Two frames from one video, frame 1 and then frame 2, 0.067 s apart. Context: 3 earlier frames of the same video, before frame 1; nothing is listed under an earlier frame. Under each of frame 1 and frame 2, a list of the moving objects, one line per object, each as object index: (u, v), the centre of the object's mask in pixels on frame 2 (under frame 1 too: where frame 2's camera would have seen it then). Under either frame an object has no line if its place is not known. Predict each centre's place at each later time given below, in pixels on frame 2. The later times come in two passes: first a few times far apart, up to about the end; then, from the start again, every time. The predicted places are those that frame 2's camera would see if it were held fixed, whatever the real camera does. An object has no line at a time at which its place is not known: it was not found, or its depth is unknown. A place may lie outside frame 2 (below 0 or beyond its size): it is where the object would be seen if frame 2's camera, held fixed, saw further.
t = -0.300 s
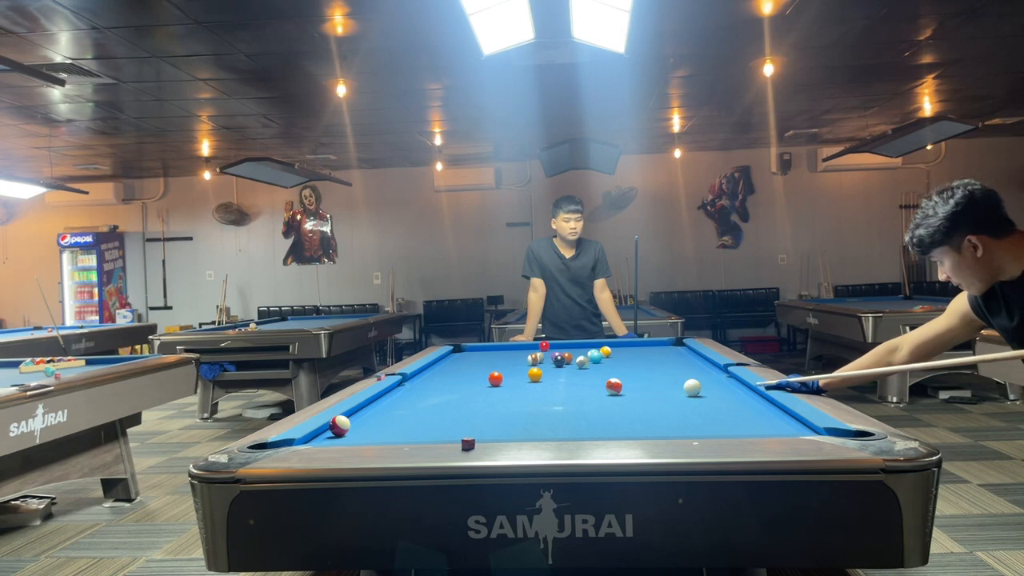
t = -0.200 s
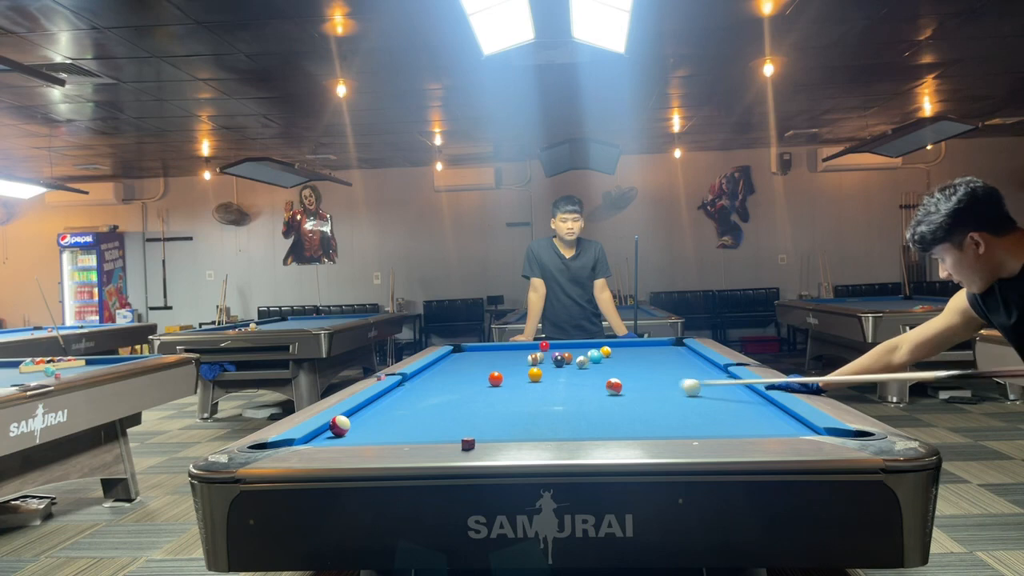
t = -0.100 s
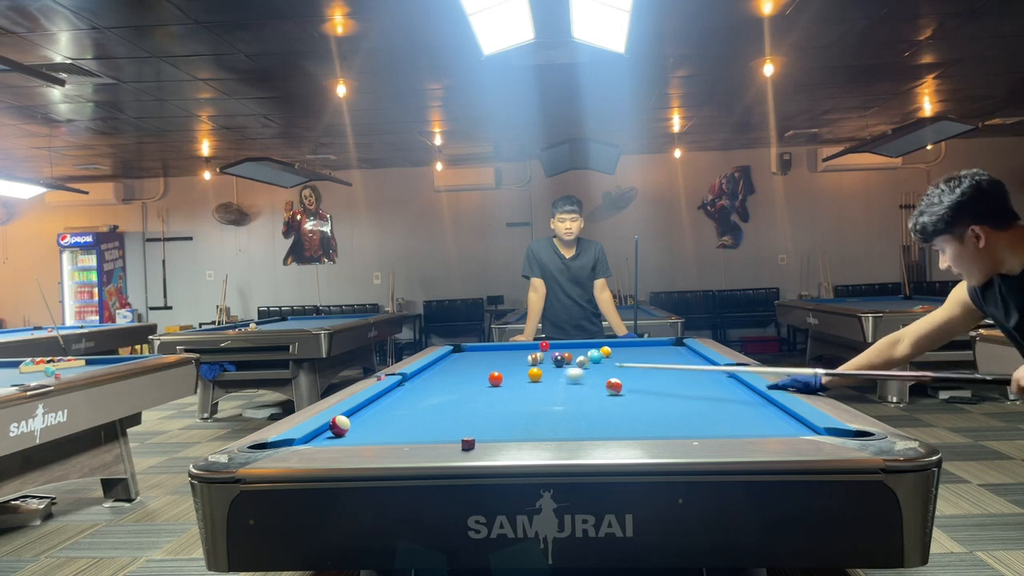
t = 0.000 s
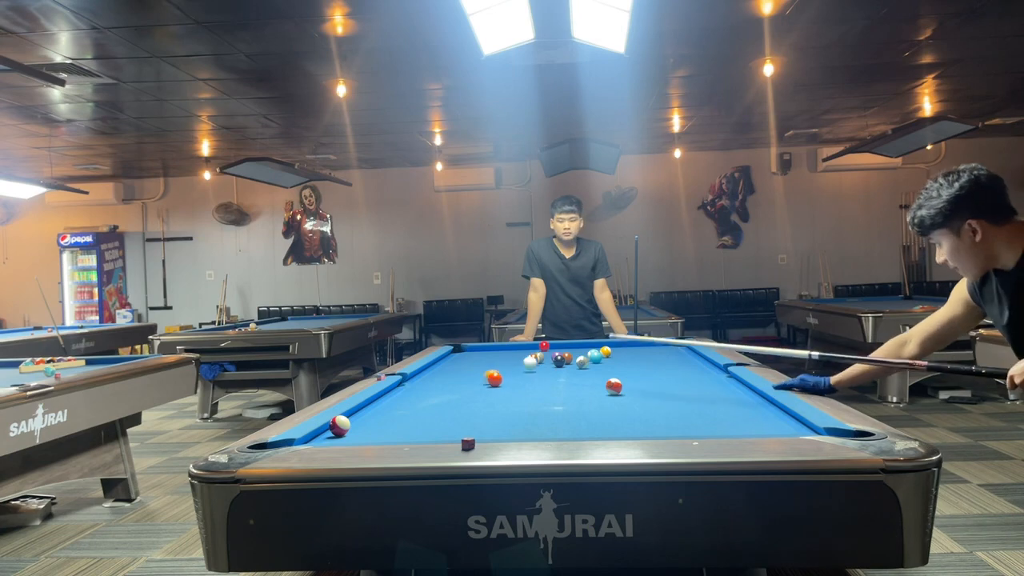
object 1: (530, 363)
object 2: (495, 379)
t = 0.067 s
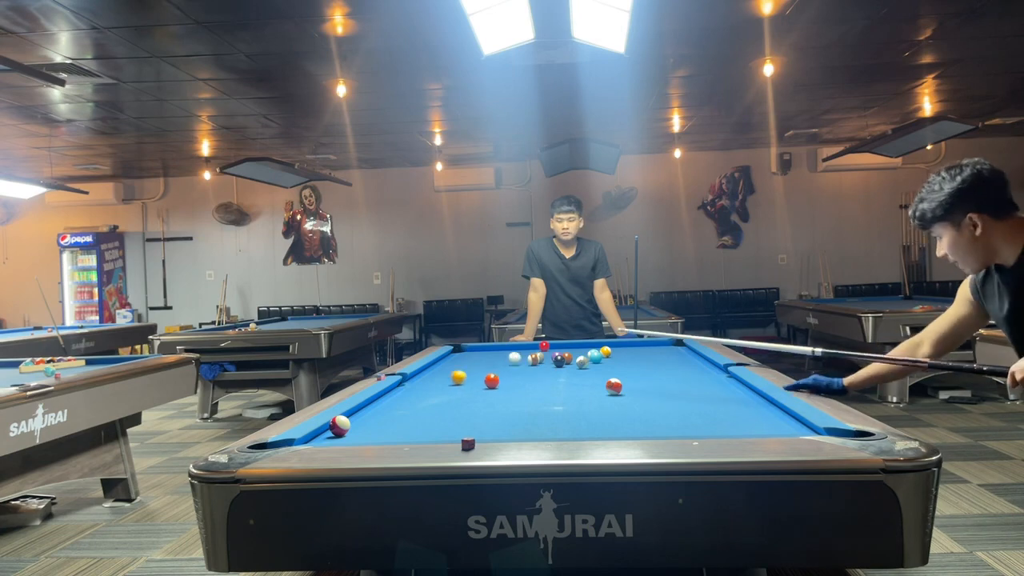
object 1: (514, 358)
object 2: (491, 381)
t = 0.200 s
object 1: (485, 349)
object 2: (486, 383)
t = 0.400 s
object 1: (459, 353)
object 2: (477, 388)
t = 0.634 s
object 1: (474, 360)
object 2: (467, 393)
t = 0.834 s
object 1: (489, 368)
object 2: (457, 398)
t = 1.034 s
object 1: (506, 377)
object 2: (447, 404)
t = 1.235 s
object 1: (527, 388)
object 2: (437, 409)
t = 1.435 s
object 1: (554, 403)
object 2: (426, 414)
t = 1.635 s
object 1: (588, 422)
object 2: (415, 420)
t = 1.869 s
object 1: (649, 429)
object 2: (401, 427)
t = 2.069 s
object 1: (708, 420)
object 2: (388, 432)
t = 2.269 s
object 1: (759, 409)
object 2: (375, 436)
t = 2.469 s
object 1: (740, 400)
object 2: (364, 438)
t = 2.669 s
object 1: (702, 394)
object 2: (365, 436)
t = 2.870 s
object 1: (669, 389)
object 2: (366, 435)
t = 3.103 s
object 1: (635, 383)
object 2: (367, 434)
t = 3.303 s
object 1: (610, 376)
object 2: (368, 432)
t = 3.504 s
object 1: (589, 375)
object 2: (369, 431)
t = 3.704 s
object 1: (569, 371)
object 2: (370, 430)
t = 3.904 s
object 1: (551, 369)
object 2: (371, 429)
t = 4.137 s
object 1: (532, 365)
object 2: (372, 428)
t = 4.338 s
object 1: (518, 363)
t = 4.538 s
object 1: (505, 361)
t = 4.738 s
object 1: (492, 359)
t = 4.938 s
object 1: (481, 357)
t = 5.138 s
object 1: (471, 355)
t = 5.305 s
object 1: (462, 354)
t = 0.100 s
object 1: (507, 356)
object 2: (490, 381)
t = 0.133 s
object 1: (499, 353)
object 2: (489, 382)
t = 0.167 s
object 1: (492, 352)
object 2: (487, 383)
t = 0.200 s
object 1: (485, 349)
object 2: (486, 383)
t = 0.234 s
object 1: (477, 347)
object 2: (484, 384)
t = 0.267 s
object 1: (469, 347)
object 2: (483, 385)
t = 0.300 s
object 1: (461, 349)
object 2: (482, 386)
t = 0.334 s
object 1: (454, 351)
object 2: (480, 386)
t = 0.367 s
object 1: (457, 352)
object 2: (479, 387)
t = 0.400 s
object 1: (459, 353)
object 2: (477, 388)
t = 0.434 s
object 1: (462, 354)
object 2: (476, 389)
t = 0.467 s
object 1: (464, 355)
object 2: (474, 389)
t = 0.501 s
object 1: (466, 356)
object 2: (473, 390)
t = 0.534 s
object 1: (468, 358)
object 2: (471, 391)
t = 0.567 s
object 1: (470, 358)
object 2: (470, 392)
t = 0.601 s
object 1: (472, 359)
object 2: (468, 393)
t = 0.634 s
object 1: (474, 360)
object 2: (467, 393)
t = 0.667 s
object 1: (476, 362)
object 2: (465, 394)
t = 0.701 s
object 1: (479, 363)
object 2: (464, 395)
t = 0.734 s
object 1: (481, 364)
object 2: (462, 396)
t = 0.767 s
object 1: (484, 366)
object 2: (460, 397)
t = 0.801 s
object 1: (486, 367)
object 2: (459, 398)
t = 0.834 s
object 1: (489, 368)
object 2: (457, 398)
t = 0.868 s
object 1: (491, 370)
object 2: (456, 399)
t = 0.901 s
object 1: (494, 371)
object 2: (454, 400)
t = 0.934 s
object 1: (497, 372)
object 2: (452, 401)
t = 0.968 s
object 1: (500, 374)
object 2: (451, 402)
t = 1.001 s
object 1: (503, 376)
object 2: (449, 403)
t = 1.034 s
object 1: (506, 377)
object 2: (447, 404)
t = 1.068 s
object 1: (509, 379)
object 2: (446, 404)
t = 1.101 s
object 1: (513, 381)
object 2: (444, 405)
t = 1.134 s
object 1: (516, 382)
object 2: (442, 406)
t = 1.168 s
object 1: (520, 385)
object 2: (440, 407)
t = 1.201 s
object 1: (523, 387)
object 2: (439, 408)
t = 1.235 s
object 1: (527, 388)
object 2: (437, 409)
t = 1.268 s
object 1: (531, 391)
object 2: (435, 410)
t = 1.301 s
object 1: (535, 393)
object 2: (433, 411)
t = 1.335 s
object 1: (539, 395)
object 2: (432, 412)
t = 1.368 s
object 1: (544, 398)
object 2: (430, 413)
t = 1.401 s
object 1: (549, 400)
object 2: (428, 413)
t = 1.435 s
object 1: (554, 403)
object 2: (426, 414)
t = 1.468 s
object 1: (559, 406)
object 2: (424, 415)
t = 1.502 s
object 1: (564, 409)
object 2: (422, 416)
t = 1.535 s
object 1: (570, 412)
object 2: (421, 417)
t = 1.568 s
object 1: (576, 415)
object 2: (419, 418)
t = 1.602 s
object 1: (582, 419)
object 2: (417, 419)
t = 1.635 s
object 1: (588, 422)
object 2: (415, 420)
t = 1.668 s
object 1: (595, 425)
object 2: (413, 421)
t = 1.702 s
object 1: (602, 427)
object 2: (411, 422)
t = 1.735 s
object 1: (609, 429)
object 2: (409, 423)
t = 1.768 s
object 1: (617, 431)
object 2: (407, 424)
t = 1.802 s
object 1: (626, 432)
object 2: (405, 425)
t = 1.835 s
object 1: (638, 430)
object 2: (402, 426)
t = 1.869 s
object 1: (649, 429)
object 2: (401, 427)
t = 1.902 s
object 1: (659, 428)
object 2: (399, 428)
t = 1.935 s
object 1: (669, 426)
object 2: (396, 429)
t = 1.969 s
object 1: (679, 425)
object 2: (394, 430)
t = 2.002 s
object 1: (689, 424)
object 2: (392, 431)
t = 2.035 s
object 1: (699, 422)
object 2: (390, 431)
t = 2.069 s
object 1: (708, 420)
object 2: (388, 432)
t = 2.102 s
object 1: (717, 418)
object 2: (386, 433)
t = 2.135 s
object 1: (726, 416)
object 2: (384, 433)
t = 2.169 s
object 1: (734, 414)
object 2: (382, 434)
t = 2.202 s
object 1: (743, 412)
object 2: (379, 434)
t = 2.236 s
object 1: (751, 410)
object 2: (377, 435)
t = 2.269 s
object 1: (759, 409)
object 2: (375, 436)
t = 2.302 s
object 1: (767, 407)
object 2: (372, 436)
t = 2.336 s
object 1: (769, 405)
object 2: (370, 437)
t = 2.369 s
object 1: (761, 404)
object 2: (368, 437)
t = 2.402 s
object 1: (754, 403)
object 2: (366, 438)
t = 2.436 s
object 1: (746, 402)
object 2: (364, 438)
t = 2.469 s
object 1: (740, 400)
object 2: (364, 438)
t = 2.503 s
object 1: (733, 399)
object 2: (364, 438)
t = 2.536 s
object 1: (726, 398)
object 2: (364, 437)
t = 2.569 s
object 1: (720, 397)
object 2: (365, 437)
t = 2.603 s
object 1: (714, 396)
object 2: (365, 437)
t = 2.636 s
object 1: (707, 395)
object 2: (365, 437)
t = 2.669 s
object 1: (702, 394)
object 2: (365, 436)
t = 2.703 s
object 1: (696, 393)
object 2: (366, 436)
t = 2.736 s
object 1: (690, 392)
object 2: (366, 436)
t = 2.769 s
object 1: (685, 391)
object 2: (366, 436)
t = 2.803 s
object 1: (679, 390)
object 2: (366, 436)
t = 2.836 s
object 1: (674, 389)
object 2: (366, 435)
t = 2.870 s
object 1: (669, 389)
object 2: (366, 435)
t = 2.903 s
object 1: (664, 388)
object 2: (366, 435)
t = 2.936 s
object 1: (659, 387)
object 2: (366, 435)
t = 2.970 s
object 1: (654, 386)
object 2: (367, 434)
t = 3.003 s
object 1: (649, 385)
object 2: (367, 434)
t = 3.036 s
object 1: (645, 384)
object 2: (367, 434)
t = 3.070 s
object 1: (640, 384)
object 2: (367, 434)
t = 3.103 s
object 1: (635, 383)
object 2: (367, 434)
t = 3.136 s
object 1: (631, 382)
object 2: (368, 433)
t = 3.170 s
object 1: (627, 381)
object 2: (368, 433)
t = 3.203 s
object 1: (624, 380)
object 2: (368, 433)
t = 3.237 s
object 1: (620, 378)
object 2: (368, 433)
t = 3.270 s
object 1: (615, 376)
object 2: (368, 432)
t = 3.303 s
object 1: (610, 376)
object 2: (368, 432)
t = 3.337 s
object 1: (606, 377)
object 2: (368, 432)
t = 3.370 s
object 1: (602, 377)
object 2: (368, 432)
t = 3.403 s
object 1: (599, 377)
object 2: (368, 432)
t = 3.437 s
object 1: (596, 376)
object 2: (369, 431)
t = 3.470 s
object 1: (592, 375)
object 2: (369, 431)
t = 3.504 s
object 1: (589, 375)
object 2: (369, 431)
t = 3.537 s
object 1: (585, 374)
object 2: (369, 431)
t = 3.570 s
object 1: (582, 373)
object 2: (369, 431)
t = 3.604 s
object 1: (578, 373)
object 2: (369, 431)
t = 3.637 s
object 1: (575, 372)
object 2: (370, 430)
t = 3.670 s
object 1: (572, 372)
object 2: (370, 430)
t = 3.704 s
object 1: (569, 371)
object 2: (370, 430)
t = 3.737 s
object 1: (566, 371)
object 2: (370, 430)
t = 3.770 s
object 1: (563, 370)
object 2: (370, 429)
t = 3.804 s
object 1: (560, 370)
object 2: (370, 429)
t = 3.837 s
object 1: (557, 369)
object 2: (371, 429)
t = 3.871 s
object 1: (554, 369)
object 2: (371, 429)
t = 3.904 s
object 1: (551, 369)
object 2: (371, 429)
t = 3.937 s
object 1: (548, 368)
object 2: (371, 428)
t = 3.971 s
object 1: (546, 368)
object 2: (371, 428)
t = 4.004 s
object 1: (543, 367)
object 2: (371, 428)
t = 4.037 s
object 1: (540, 366)
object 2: (371, 428)
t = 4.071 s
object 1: (537, 366)
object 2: (371, 428)
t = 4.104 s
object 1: (535, 366)
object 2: (371, 428)
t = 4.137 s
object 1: (532, 365)
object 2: (372, 428)
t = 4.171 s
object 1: (530, 365)
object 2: (372, 427)
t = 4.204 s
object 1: (527, 365)
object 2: (371, 427)
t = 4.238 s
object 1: (525, 364)
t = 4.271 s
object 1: (522, 364)
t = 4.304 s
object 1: (520, 363)
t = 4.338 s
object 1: (518, 363)
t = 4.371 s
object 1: (515, 363)
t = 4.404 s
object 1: (513, 362)
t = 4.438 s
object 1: (511, 362)
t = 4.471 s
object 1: (509, 361)
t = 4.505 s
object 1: (506, 361)
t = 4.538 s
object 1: (505, 361)
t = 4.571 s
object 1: (502, 360)
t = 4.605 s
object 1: (500, 360)
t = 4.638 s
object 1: (498, 360)
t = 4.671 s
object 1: (496, 360)
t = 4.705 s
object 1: (494, 359)
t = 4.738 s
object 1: (492, 359)
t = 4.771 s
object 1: (490, 358)
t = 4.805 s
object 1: (489, 358)
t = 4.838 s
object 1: (486, 358)
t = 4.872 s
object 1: (485, 358)
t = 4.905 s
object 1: (483, 357)
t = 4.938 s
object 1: (481, 357)
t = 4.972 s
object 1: (479, 357)
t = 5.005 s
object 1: (477, 357)
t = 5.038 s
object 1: (476, 356)
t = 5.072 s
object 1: (474, 356)
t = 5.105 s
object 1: (472, 356)
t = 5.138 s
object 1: (471, 355)
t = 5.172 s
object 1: (469, 355)
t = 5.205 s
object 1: (467, 355)
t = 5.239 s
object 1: (466, 355)
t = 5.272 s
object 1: (464, 354)
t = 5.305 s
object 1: (462, 354)
